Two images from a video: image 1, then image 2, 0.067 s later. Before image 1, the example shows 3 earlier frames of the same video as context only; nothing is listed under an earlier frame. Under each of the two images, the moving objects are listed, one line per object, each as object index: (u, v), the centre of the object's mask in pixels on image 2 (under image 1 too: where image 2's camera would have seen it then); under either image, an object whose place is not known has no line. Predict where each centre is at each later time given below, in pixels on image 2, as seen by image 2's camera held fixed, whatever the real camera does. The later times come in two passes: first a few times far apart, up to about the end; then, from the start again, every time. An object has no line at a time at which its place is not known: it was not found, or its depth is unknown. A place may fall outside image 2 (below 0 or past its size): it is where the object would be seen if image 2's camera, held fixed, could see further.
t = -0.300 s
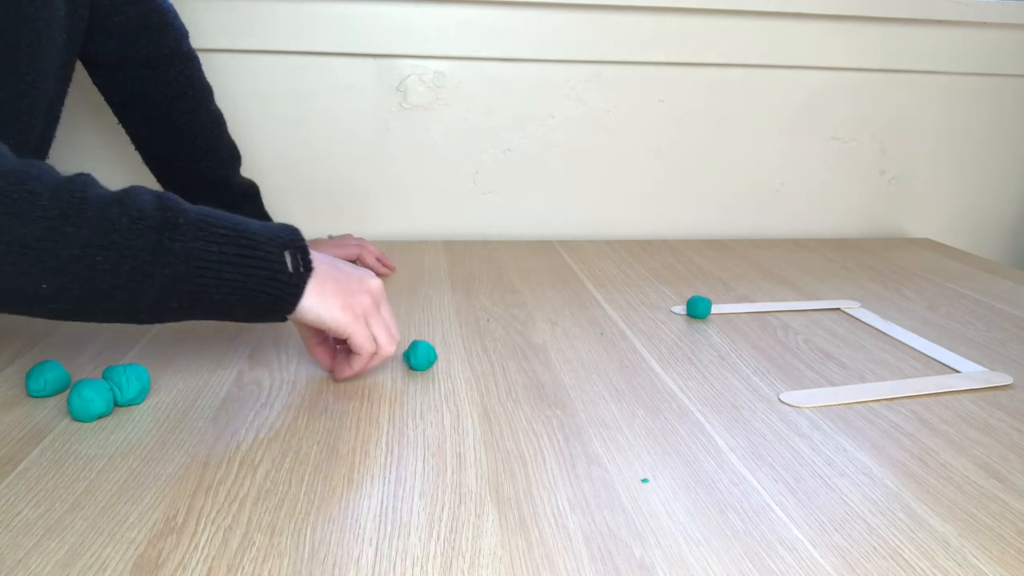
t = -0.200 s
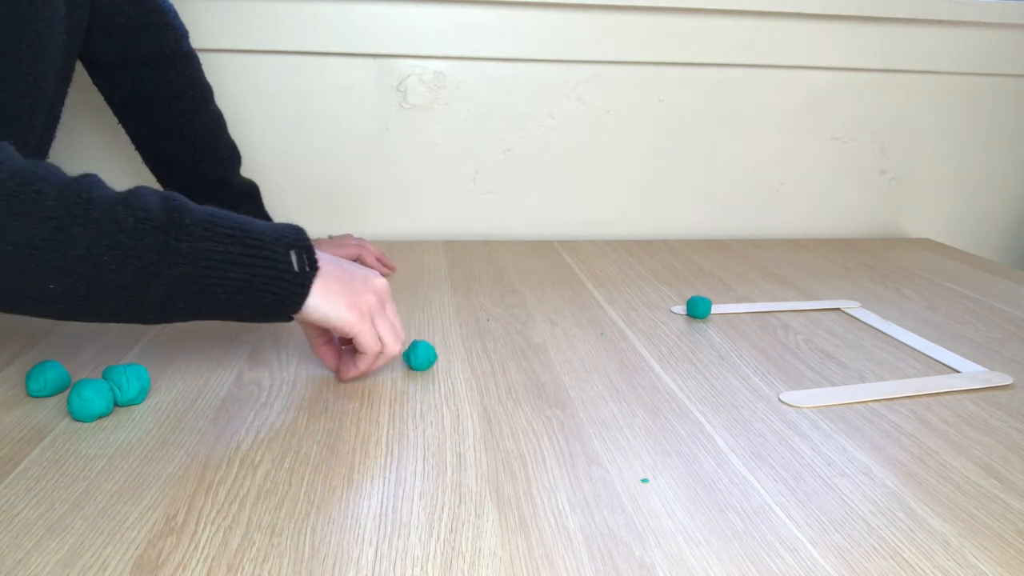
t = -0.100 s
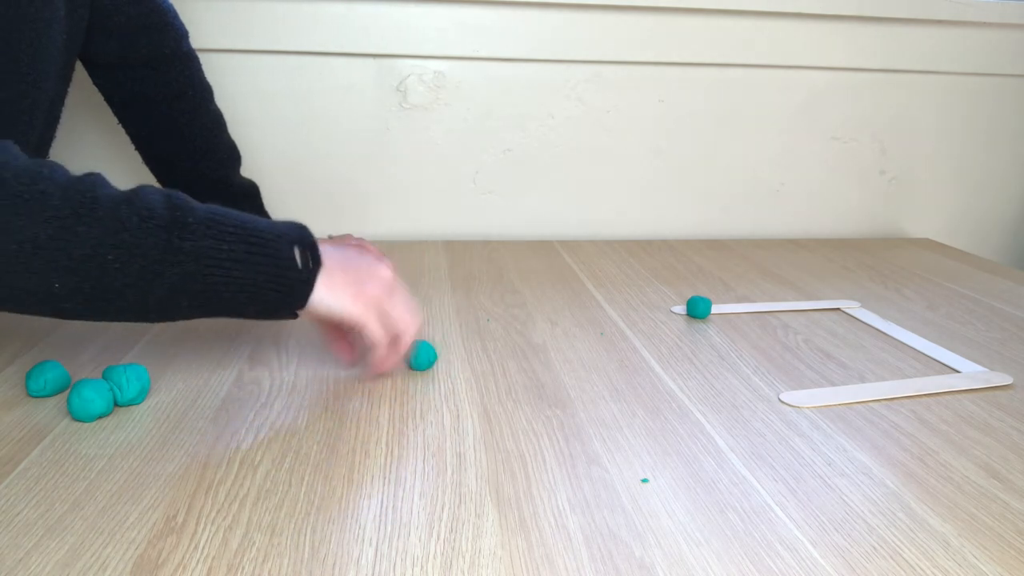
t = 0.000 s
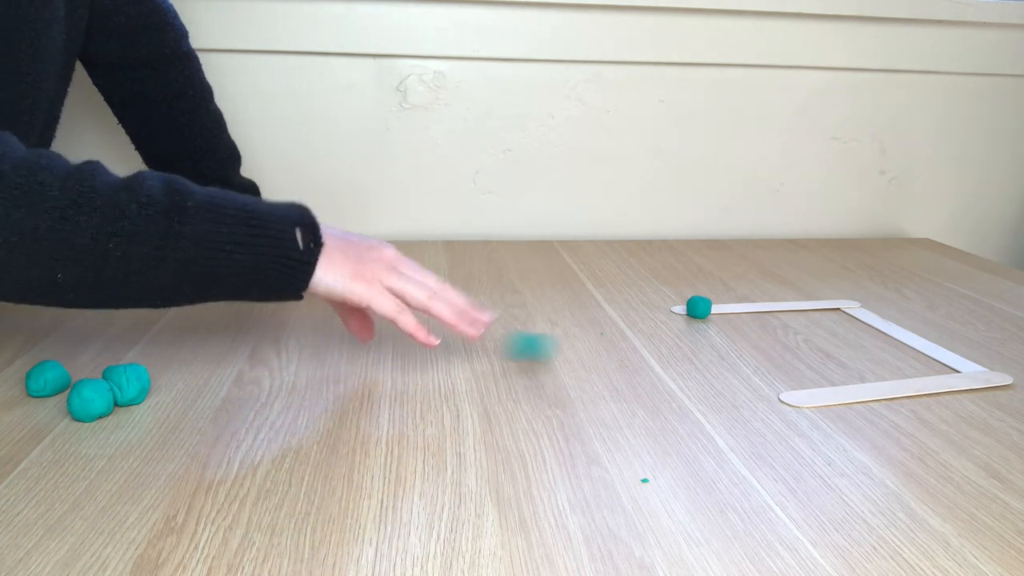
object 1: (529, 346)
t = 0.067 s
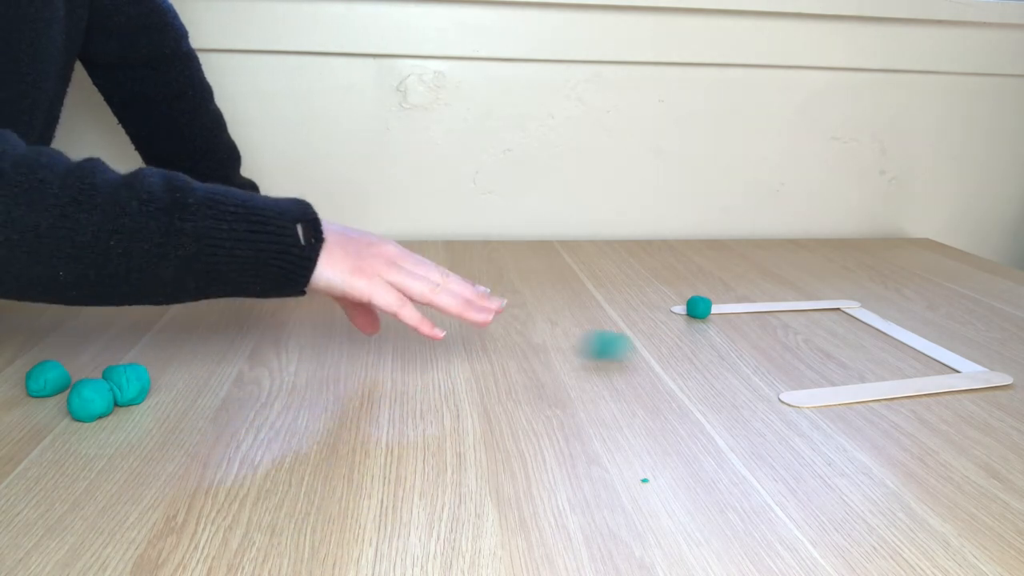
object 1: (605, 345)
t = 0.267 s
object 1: (779, 351)
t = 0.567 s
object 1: (939, 359)
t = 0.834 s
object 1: (933, 346)
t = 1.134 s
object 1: (923, 356)
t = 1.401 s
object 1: (926, 355)
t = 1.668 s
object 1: (925, 355)
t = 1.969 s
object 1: (925, 355)
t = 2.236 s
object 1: (925, 355)
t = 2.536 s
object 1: (925, 355)
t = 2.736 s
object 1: (925, 355)
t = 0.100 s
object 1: (643, 342)
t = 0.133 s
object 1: (671, 337)
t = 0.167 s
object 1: (702, 346)
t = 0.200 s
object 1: (732, 345)
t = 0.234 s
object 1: (755, 341)
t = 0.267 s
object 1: (779, 351)
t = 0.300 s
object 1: (803, 356)
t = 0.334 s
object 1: (827, 354)
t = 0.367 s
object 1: (848, 358)
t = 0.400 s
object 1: (870, 360)
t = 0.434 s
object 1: (890, 365)
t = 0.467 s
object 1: (909, 362)
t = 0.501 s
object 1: (922, 363)
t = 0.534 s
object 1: (933, 361)
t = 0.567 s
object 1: (939, 359)
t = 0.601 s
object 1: (941, 357)
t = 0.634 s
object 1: (945, 355)
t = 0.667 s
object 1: (948, 353)
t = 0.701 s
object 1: (947, 350)
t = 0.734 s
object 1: (944, 347)
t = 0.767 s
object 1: (940, 345)
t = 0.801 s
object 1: (937, 344)
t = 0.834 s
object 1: (933, 346)
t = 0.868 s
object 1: (929, 350)
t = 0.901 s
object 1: (928, 350)
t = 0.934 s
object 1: (928, 351)
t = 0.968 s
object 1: (929, 352)
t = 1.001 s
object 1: (929, 353)
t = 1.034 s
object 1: (929, 355)
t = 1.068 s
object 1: (929, 355)
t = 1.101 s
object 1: (926, 356)
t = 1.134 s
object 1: (923, 356)
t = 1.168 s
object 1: (923, 356)
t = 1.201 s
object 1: (923, 356)
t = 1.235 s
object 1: (926, 356)
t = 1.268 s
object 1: (926, 355)
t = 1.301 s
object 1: (925, 355)
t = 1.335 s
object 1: (924, 354)
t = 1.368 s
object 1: (925, 355)
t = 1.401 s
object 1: (926, 355)
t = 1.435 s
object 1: (925, 355)
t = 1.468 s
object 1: (925, 355)
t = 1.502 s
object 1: (925, 355)
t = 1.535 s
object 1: (925, 355)
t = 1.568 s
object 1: (925, 355)
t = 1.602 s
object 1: (925, 355)
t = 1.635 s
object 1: (925, 355)
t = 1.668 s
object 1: (925, 355)
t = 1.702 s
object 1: (925, 355)
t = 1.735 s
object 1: (925, 355)
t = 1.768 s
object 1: (925, 355)
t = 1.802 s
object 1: (925, 355)
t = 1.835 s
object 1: (925, 355)
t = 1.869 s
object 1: (925, 355)
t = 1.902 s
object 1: (925, 355)
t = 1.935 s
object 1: (925, 355)
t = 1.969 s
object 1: (925, 355)
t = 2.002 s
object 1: (925, 355)
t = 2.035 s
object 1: (925, 355)
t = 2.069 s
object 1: (925, 355)
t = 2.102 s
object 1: (925, 355)
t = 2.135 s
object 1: (925, 355)
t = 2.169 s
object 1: (925, 355)
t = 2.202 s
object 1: (925, 355)
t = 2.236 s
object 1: (925, 355)
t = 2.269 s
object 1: (925, 355)
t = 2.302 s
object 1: (925, 355)
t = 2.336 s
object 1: (925, 355)
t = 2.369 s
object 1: (925, 355)
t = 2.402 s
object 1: (925, 355)
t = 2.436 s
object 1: (925, 355)
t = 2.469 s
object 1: (925, 355)
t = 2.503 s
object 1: (925, 355)
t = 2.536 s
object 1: (925, 355)
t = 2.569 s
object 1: (925, 355)
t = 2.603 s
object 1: (925, 355)
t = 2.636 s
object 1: (925, 355)
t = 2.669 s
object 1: (925, 355)
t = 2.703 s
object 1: (925, 355)
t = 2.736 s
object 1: (925, 355)
